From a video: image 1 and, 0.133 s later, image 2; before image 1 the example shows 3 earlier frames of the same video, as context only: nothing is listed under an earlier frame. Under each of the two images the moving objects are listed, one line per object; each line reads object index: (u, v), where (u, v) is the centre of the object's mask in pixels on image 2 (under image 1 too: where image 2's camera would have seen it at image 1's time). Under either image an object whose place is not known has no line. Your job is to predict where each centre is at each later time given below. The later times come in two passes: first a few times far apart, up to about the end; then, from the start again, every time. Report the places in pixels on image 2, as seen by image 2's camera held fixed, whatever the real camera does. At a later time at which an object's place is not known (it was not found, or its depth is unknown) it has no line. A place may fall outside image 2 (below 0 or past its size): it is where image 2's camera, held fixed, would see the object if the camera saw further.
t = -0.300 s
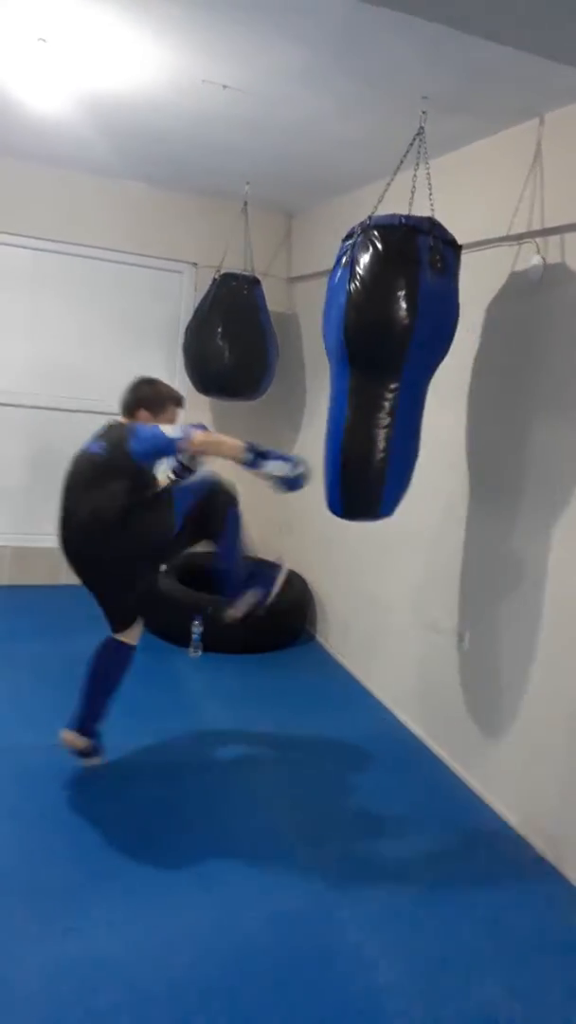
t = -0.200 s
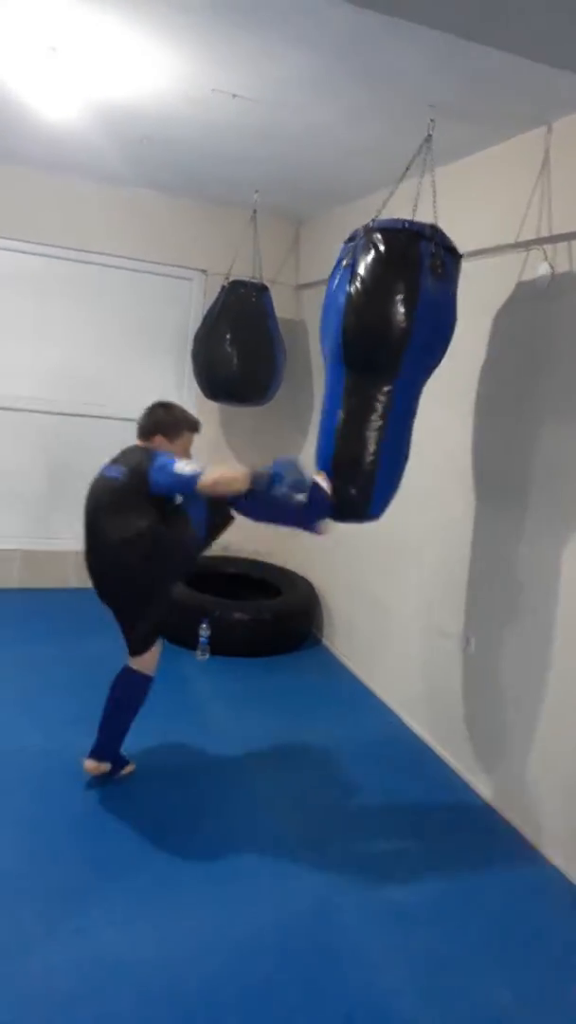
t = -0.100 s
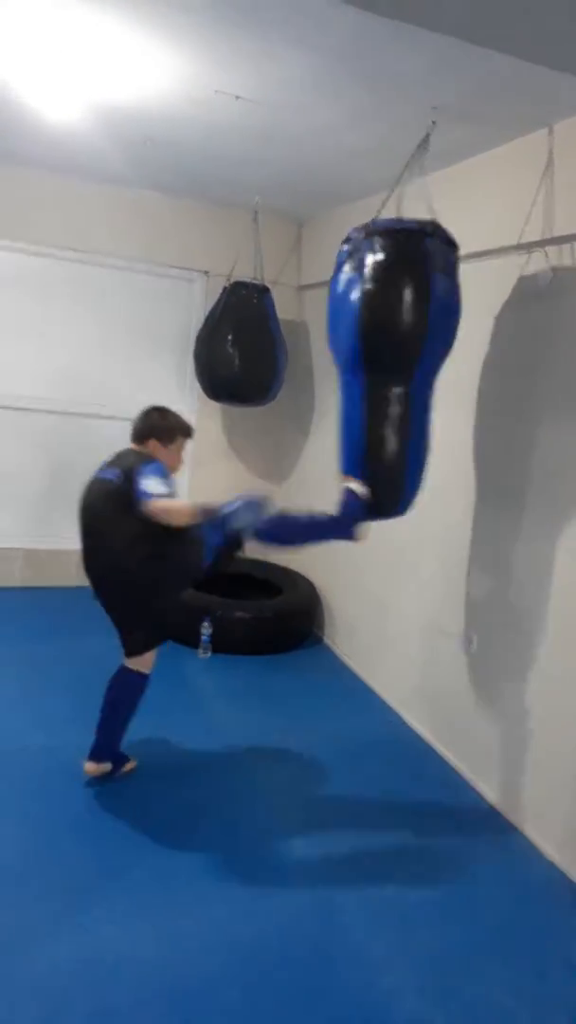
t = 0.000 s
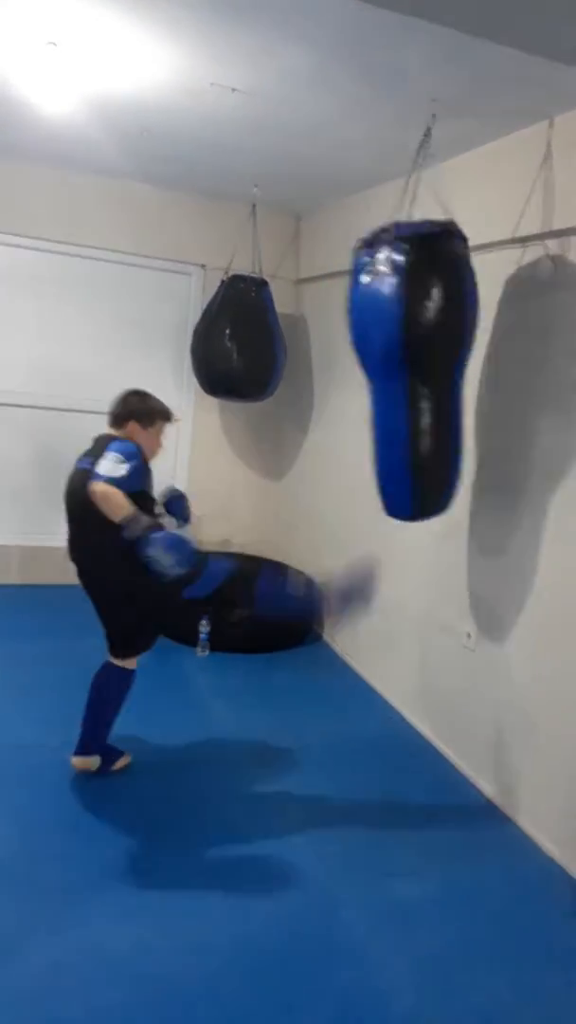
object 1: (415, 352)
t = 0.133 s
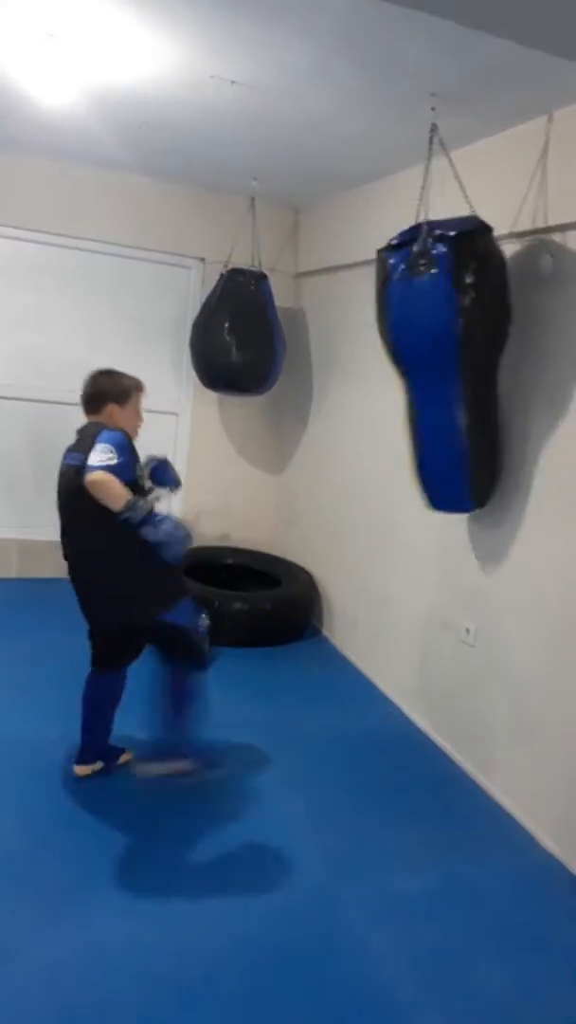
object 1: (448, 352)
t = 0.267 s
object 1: (451, 350)
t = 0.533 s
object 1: (424, 353)
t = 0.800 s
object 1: (379, 347)
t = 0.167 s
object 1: (452, 352)
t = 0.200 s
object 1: (453, 350)
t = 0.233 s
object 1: (453, 349)
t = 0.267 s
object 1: (451, 350)
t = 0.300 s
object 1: (449, 351)
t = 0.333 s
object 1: (447, 352)
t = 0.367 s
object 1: (445, 352)
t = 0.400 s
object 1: (441, 351)
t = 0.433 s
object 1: (437, 352)
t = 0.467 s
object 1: (433, 353)
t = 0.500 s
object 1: (429, 353)
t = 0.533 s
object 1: (424, 353)
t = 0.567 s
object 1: (419, 353)
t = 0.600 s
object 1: (413, 353)
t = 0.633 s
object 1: (407, 352)
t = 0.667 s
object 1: (402, 351)
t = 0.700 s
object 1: (397, 351)
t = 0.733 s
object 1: (391, 350)
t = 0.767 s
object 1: (384, 349)
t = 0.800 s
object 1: (379, 347)
